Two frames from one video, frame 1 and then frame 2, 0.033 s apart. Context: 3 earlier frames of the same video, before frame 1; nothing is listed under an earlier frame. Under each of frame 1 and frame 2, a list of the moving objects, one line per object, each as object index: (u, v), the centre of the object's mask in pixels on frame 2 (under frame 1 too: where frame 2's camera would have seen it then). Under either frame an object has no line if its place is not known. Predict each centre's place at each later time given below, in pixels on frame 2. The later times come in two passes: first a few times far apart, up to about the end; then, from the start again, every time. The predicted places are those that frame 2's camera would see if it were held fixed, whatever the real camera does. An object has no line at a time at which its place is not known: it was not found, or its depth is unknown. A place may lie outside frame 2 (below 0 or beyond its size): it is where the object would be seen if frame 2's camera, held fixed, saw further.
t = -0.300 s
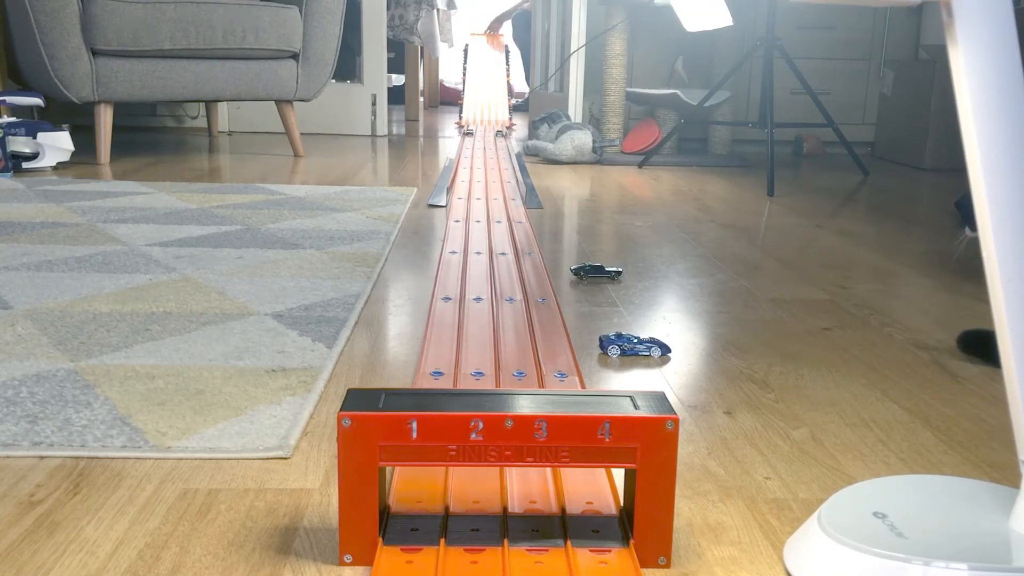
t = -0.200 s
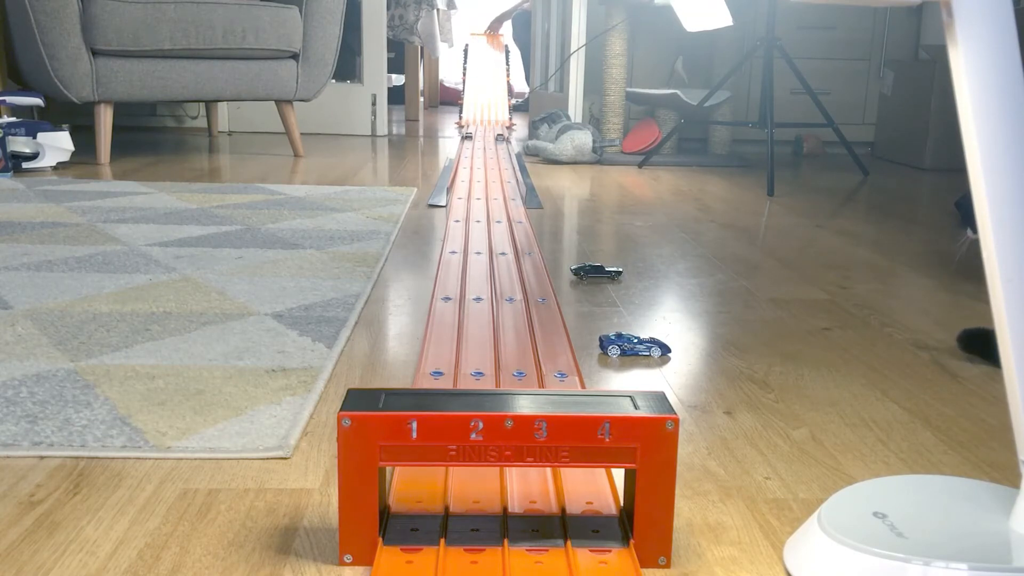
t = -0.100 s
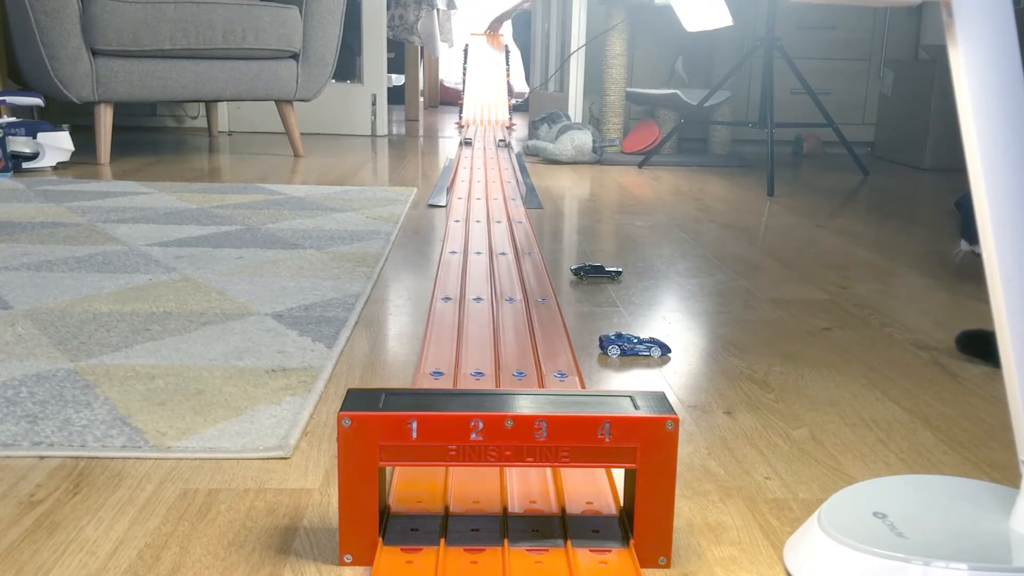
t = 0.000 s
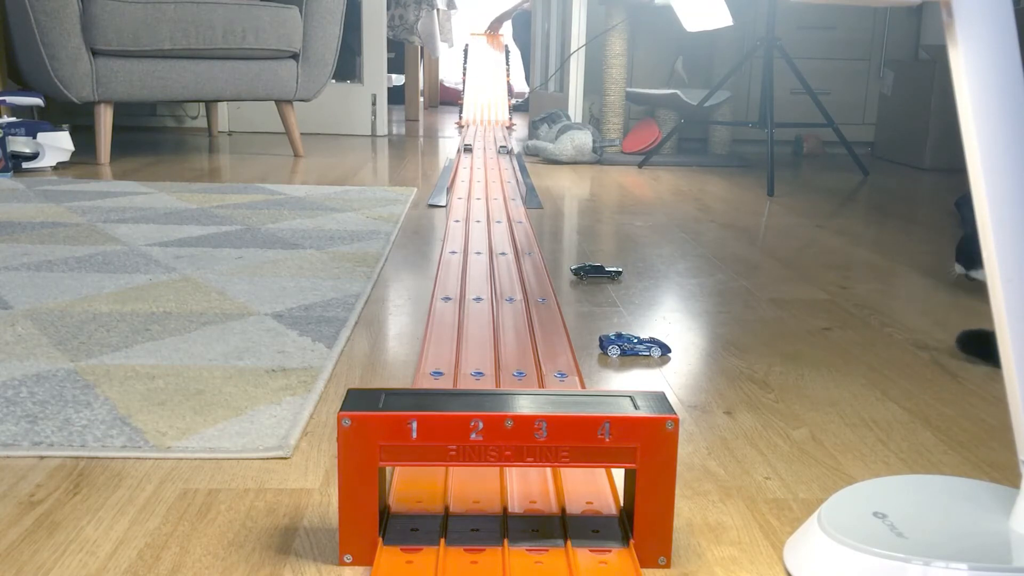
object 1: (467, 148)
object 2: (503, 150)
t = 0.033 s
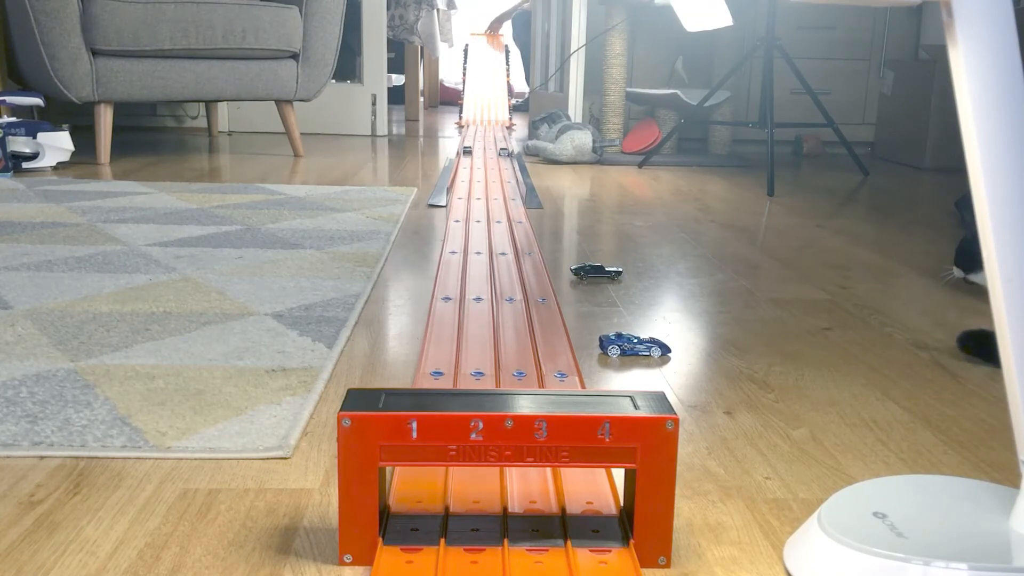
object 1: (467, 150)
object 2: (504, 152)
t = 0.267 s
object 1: (462, 169)
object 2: (508, 172)
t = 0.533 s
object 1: (457, 204)
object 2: (517, 209)
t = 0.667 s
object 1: (453, 231)
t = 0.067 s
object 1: (466, 152)
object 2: (504, 154)
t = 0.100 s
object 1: (465, 155)
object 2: (505, 157)
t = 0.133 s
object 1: (464, 157)
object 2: (505, 160)
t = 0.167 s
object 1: (464, 160)
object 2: (506, 163)
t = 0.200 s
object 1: (464, 163)
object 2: (507, 165)
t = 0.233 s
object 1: (463, 166)
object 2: (507, 169)
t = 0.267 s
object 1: (462, 169)
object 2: (508, 172)
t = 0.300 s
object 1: (462, 173)
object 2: (508, 175)
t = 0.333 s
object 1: (463, 176)
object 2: (509, 180)
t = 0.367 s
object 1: (463, 180)
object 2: (511, 184)
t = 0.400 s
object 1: (462, 185)
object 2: (512, 188)
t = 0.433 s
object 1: (461, 189)
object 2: (513, 193)
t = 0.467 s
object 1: (460, 194)
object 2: (514, 197)
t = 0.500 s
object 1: (458, 199)
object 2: (515, 203)
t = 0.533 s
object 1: (457, 204)
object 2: (517, 209)
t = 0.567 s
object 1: (457, 210)
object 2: (519, 215)
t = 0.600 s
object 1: (456, 217)
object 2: (521, 222)
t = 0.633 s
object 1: (454, 224)
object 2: (524, 229)
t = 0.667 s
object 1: (453, 231)
